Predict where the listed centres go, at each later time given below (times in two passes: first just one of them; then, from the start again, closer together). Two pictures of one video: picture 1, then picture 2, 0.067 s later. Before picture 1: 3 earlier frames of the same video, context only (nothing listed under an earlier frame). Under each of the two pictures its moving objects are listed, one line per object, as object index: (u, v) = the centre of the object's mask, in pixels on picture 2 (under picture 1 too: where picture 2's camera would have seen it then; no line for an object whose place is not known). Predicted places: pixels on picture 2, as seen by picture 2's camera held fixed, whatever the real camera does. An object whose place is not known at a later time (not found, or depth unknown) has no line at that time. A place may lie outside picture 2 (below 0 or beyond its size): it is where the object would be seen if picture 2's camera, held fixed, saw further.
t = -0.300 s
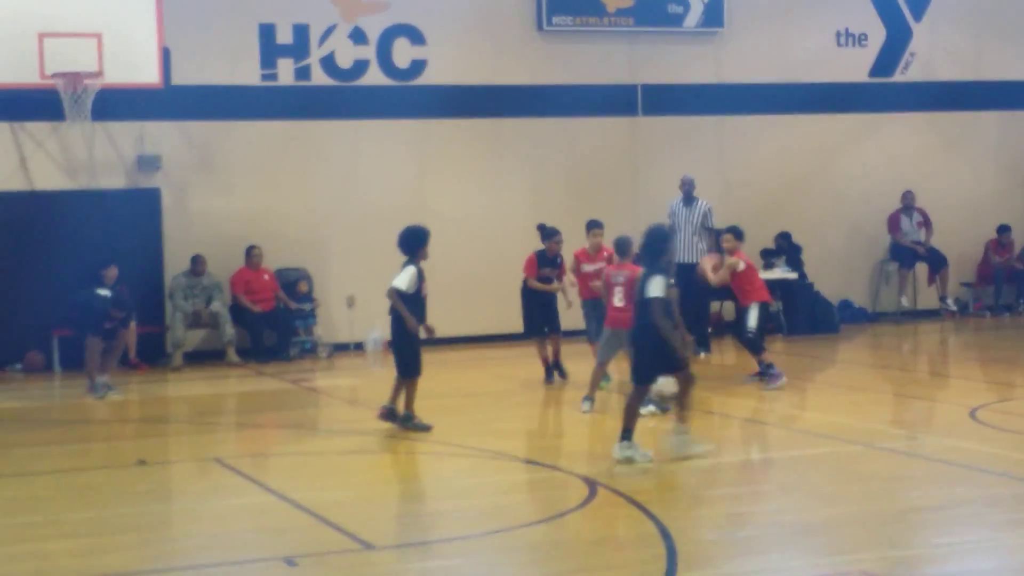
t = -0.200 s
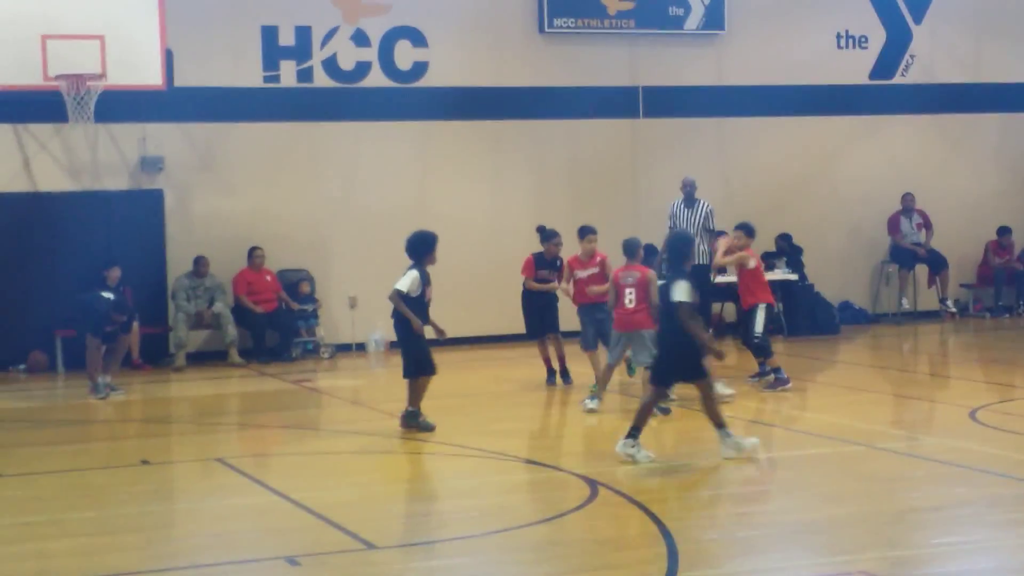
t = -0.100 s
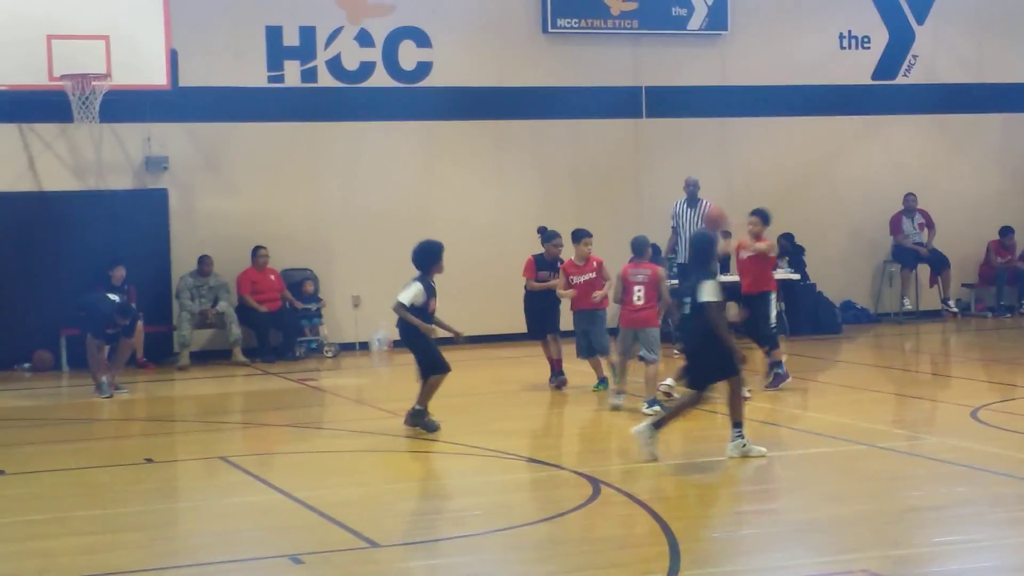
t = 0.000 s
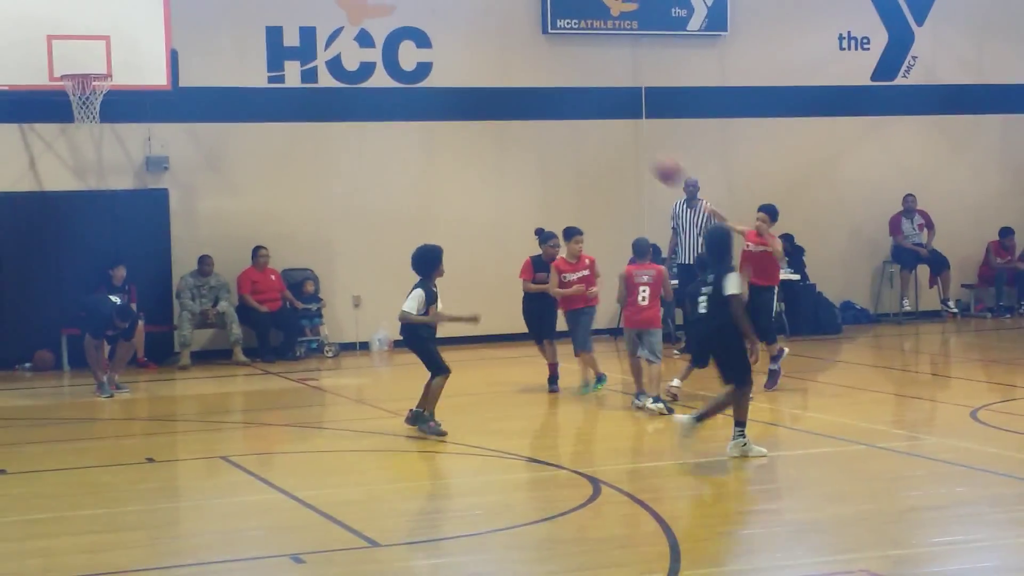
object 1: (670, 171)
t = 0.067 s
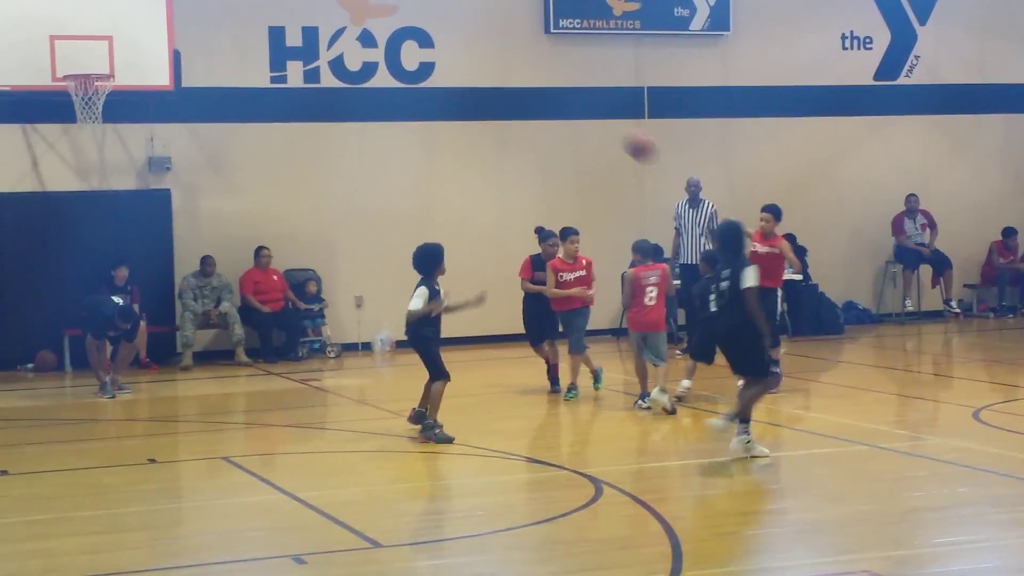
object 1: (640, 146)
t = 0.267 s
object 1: (534, 96)
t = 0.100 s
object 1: (624, 135)
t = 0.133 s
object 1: (605, 123)
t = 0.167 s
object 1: (589, 114)
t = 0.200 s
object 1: (570, 106)
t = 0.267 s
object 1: (534, 96)
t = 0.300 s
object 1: (513, 91)
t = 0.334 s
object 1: (493, 85)
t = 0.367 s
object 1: (474, 82)
